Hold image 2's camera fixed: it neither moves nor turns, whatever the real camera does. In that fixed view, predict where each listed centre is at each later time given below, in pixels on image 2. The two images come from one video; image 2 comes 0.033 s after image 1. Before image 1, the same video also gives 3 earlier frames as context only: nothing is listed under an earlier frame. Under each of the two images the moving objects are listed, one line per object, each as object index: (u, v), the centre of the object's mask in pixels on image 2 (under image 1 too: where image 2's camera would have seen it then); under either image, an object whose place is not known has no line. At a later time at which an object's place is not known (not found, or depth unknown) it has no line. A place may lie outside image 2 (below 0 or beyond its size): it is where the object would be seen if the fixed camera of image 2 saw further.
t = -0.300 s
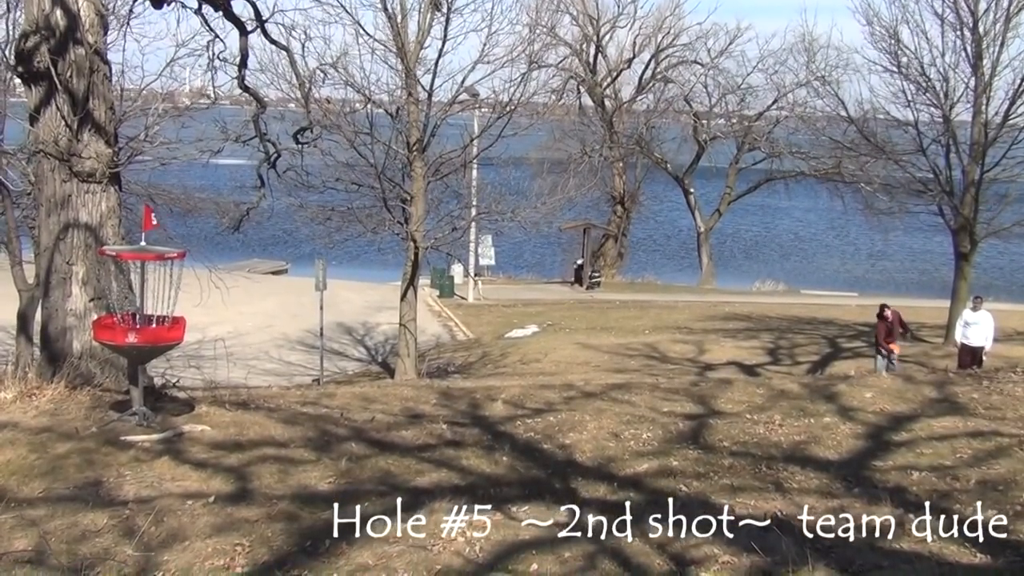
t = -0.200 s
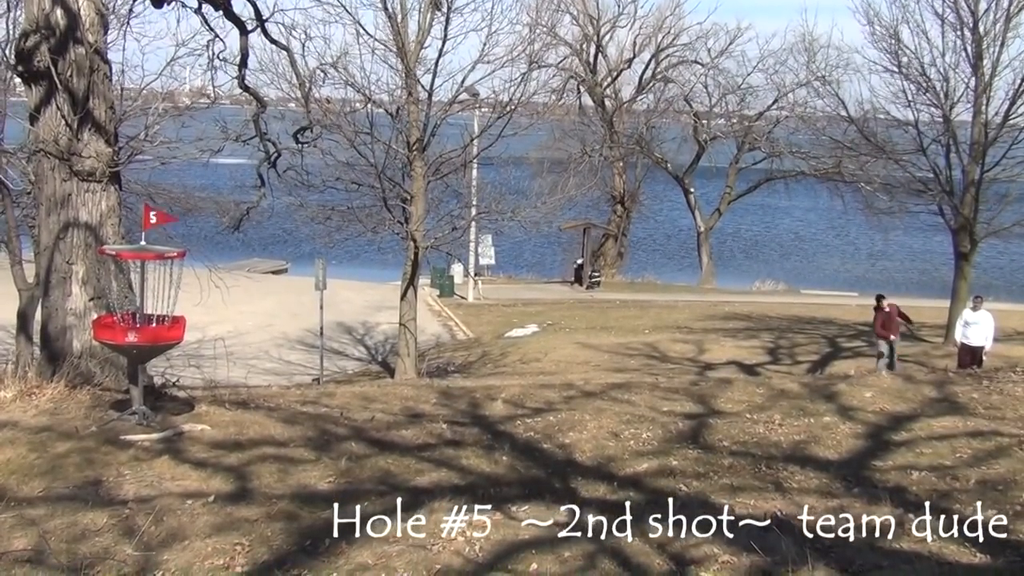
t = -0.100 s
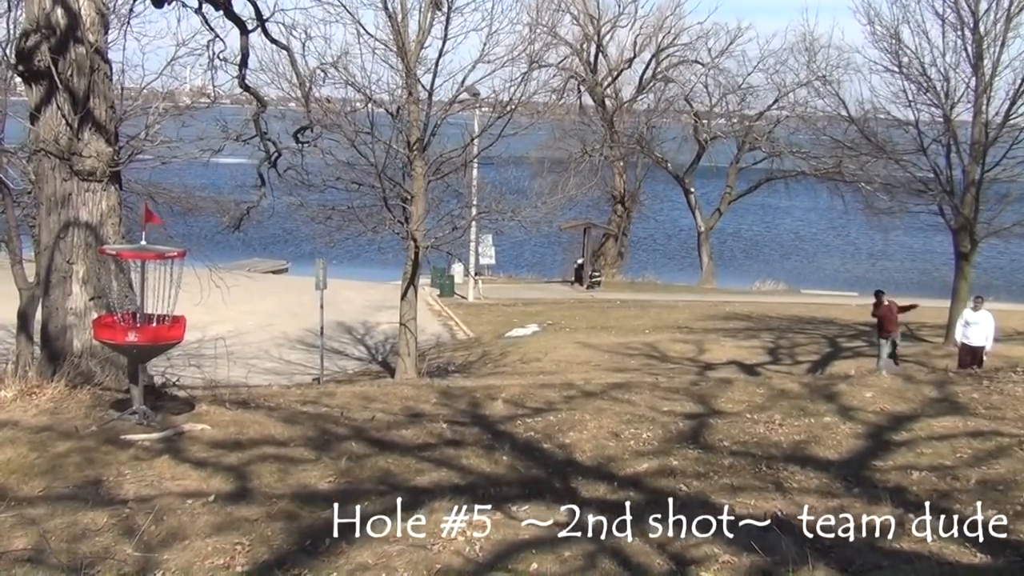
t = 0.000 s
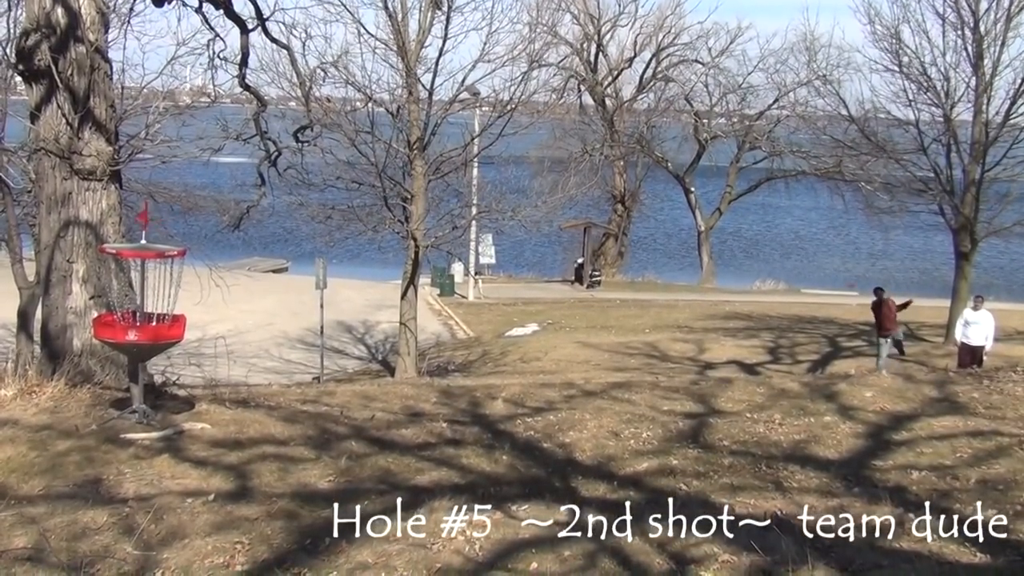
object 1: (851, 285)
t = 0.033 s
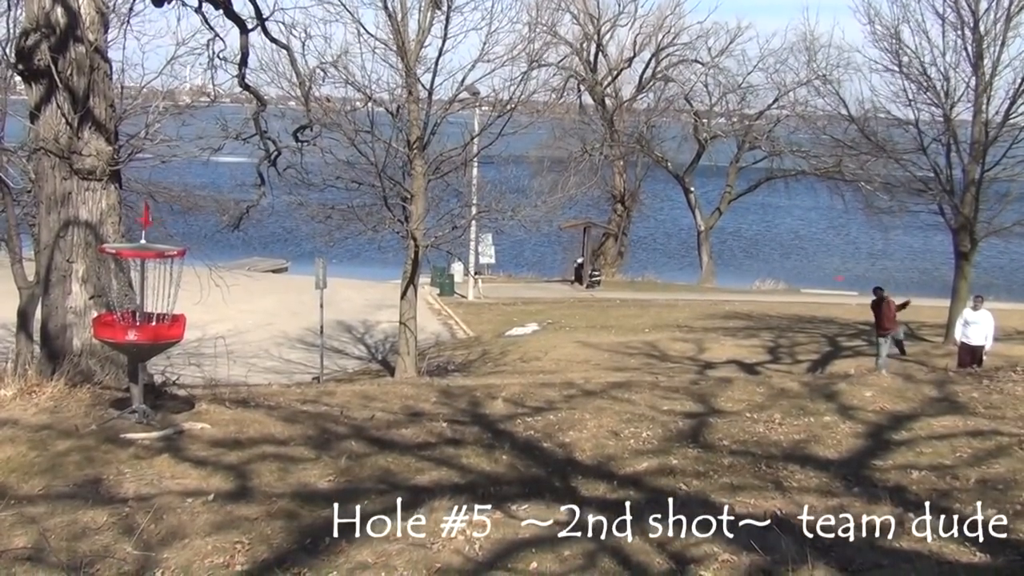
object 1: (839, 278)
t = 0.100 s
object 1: (817, 266)
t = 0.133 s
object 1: (808, 260)
